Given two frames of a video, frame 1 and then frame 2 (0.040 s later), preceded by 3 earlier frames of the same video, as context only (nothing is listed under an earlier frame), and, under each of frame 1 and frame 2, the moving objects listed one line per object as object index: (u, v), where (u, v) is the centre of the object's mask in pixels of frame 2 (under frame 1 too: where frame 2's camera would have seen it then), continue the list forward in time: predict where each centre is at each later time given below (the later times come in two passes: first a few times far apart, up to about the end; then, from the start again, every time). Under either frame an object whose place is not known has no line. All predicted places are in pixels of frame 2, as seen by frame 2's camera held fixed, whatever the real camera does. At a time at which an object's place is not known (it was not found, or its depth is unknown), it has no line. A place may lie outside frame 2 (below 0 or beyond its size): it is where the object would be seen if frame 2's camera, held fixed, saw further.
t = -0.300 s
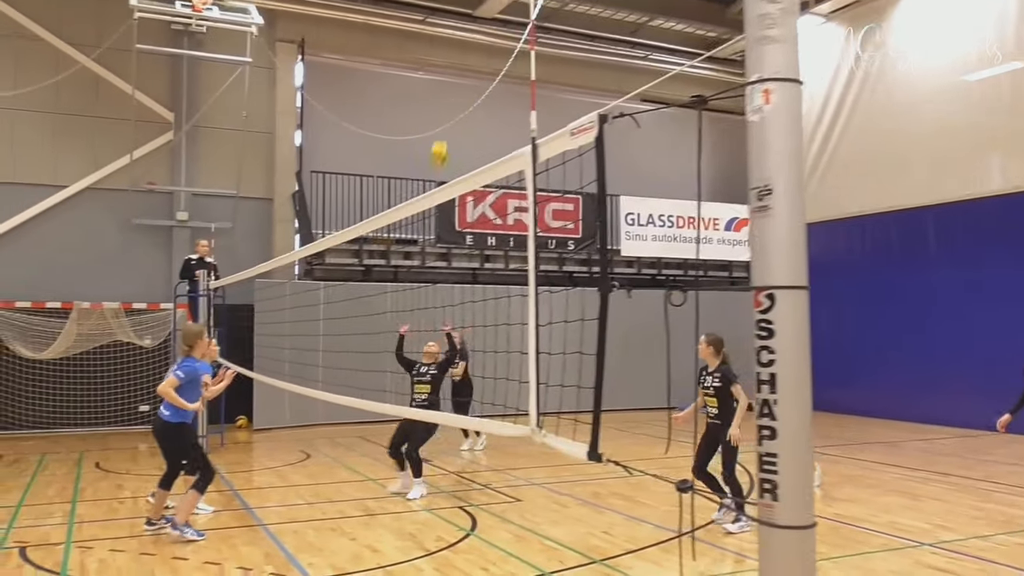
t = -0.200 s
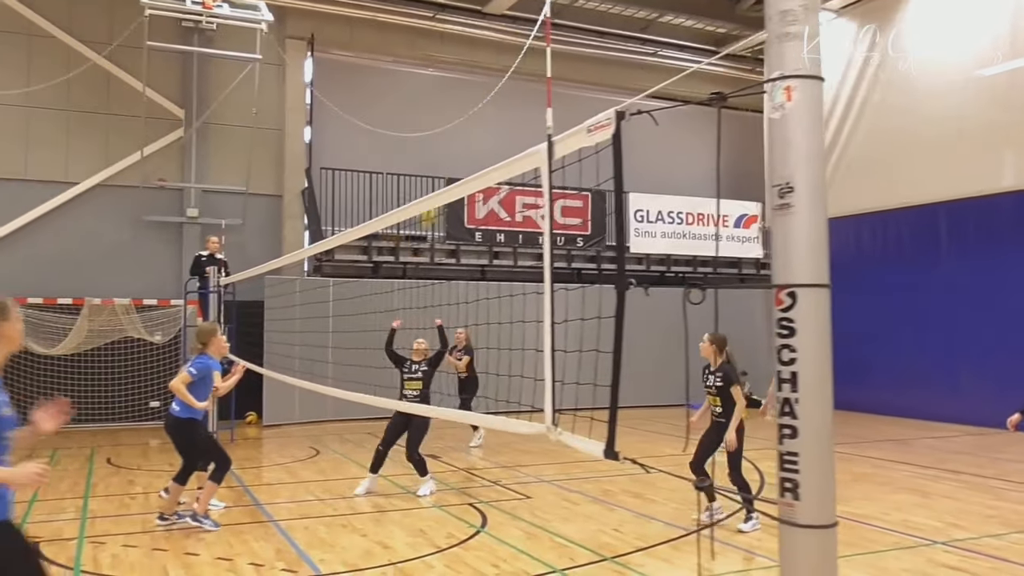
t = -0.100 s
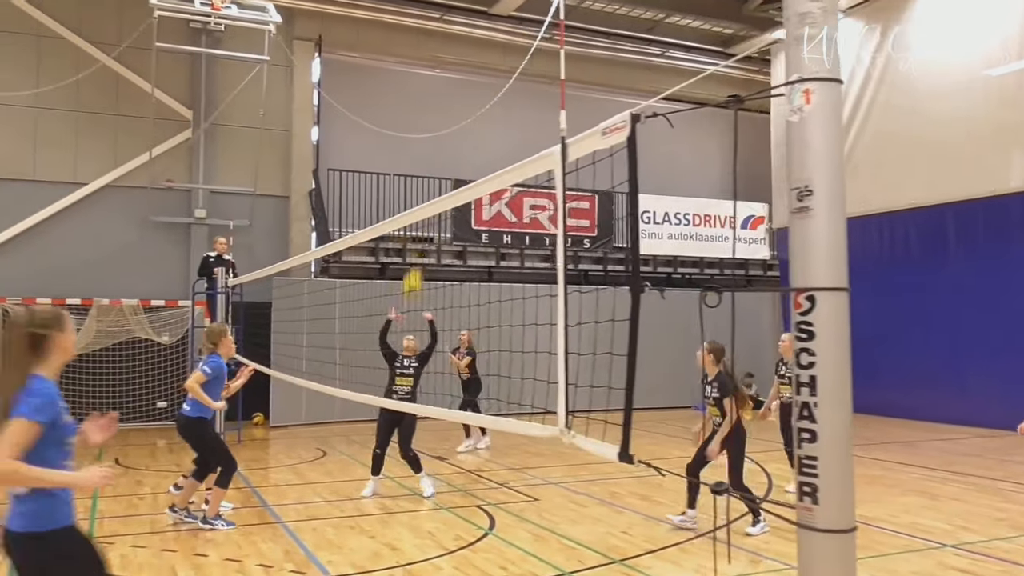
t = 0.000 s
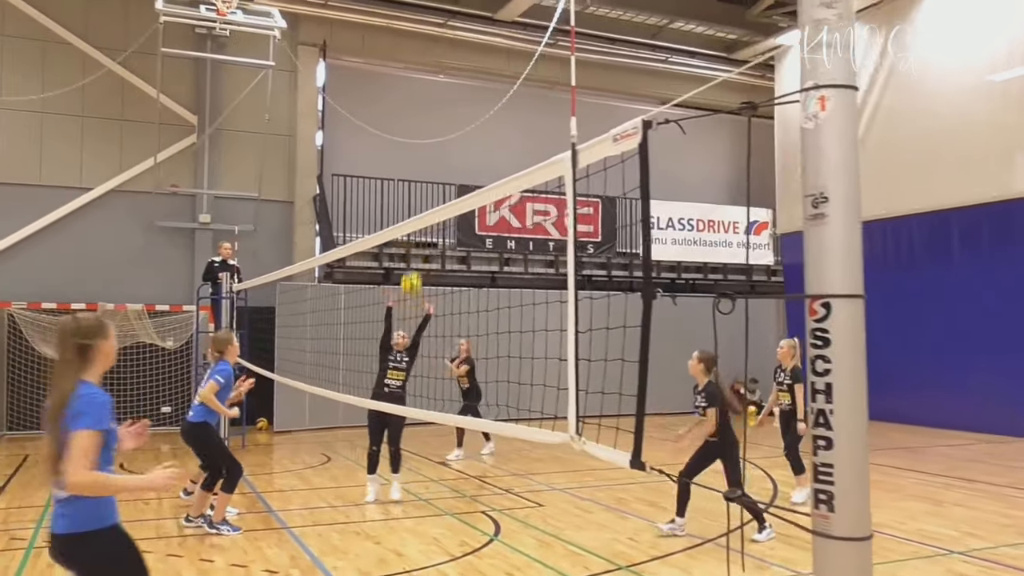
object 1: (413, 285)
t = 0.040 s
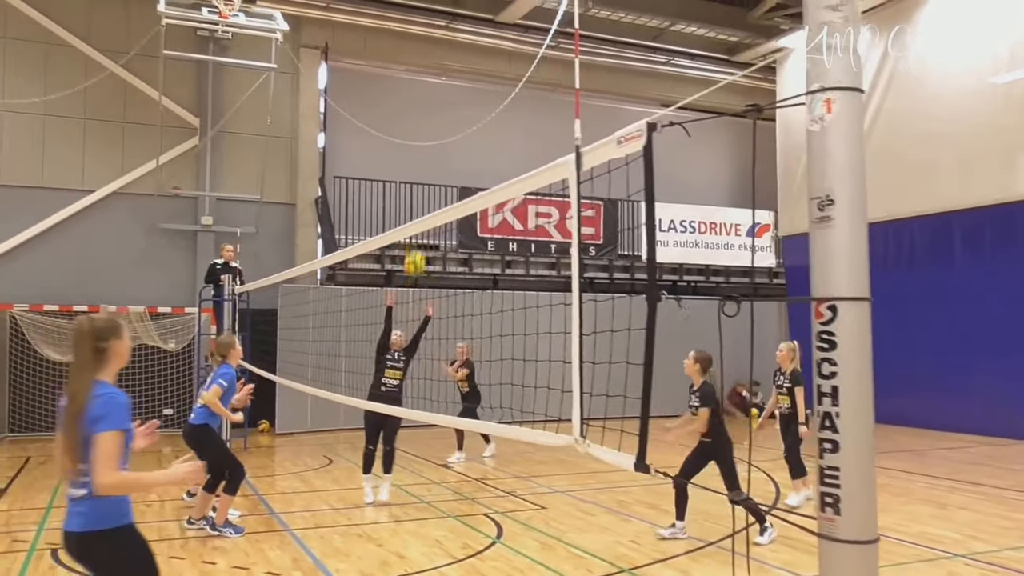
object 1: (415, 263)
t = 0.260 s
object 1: (424, 159)
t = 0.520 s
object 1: (434, 94)
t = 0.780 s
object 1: (441, 96)
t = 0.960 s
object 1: (446, 146)
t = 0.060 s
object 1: (415, 254)
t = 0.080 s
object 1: (417, 244)
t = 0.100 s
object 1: (419, 238)
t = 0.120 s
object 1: (417, 214)
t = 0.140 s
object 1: (419, 209)
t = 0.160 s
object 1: (420, 201)
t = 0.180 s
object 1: (420, 192)
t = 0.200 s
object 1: (421, 183)
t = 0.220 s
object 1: (423, 175)
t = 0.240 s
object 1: (424, 167)
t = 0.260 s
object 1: (424, 159)
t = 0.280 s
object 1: (425, 152)
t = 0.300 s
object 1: (426, 145)
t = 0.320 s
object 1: (427, 138)
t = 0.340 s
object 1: (428, 132)
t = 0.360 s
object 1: (429, 128)
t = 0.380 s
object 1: (430, 121)
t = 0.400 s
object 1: (431, 116)
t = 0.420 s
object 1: (431, 112)
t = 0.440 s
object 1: (431, 107)
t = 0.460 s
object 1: (432, 103)
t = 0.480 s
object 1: (432, 99)
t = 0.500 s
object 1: (433, 96)
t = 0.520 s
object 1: (434, 94)
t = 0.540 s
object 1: (434, 92)
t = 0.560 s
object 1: (434, 90)
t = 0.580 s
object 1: (435, 89)
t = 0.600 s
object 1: (436, 88)
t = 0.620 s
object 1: (436, 87)
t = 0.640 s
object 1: (437, 86)
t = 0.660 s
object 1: (438, 86)
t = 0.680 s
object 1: (438, 87)
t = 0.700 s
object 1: (438, 88)
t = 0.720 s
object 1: (439, 89)
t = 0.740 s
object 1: (440, 91)
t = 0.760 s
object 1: (440, 93)
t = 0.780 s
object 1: (441, 96)
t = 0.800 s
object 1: (442, 100)
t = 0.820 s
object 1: (443, 104)
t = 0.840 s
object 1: (444, 108)
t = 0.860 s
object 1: (444, 114)
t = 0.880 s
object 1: (445, 119)
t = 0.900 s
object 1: (445, 125)
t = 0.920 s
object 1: (446, 131)
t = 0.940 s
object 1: (447, 138)
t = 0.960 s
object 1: (446, 146)
